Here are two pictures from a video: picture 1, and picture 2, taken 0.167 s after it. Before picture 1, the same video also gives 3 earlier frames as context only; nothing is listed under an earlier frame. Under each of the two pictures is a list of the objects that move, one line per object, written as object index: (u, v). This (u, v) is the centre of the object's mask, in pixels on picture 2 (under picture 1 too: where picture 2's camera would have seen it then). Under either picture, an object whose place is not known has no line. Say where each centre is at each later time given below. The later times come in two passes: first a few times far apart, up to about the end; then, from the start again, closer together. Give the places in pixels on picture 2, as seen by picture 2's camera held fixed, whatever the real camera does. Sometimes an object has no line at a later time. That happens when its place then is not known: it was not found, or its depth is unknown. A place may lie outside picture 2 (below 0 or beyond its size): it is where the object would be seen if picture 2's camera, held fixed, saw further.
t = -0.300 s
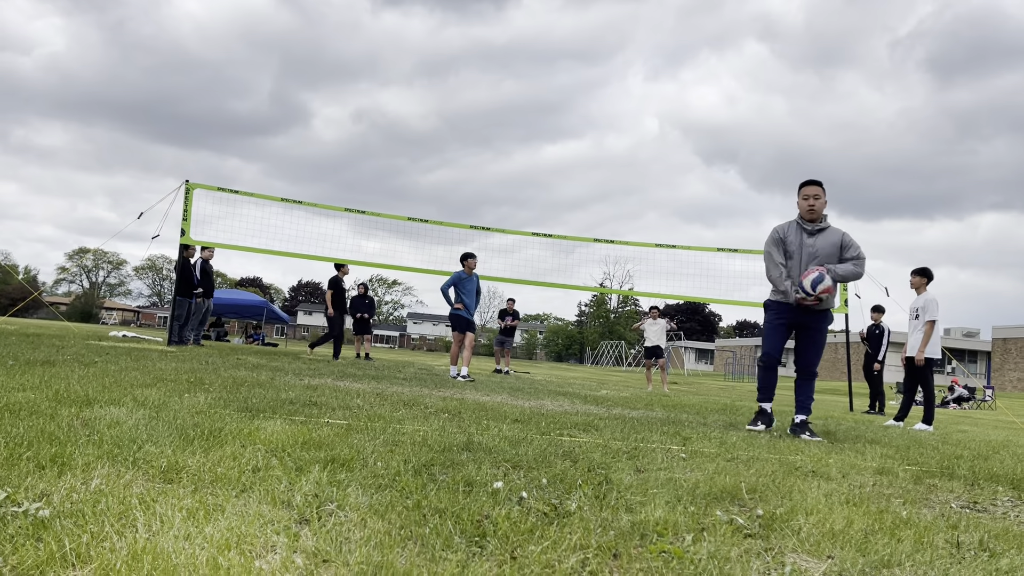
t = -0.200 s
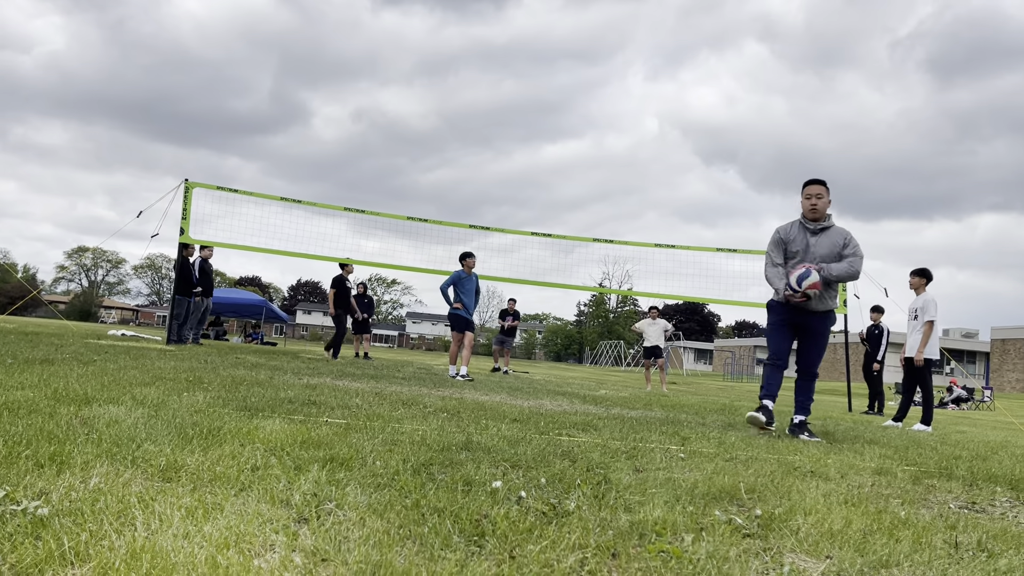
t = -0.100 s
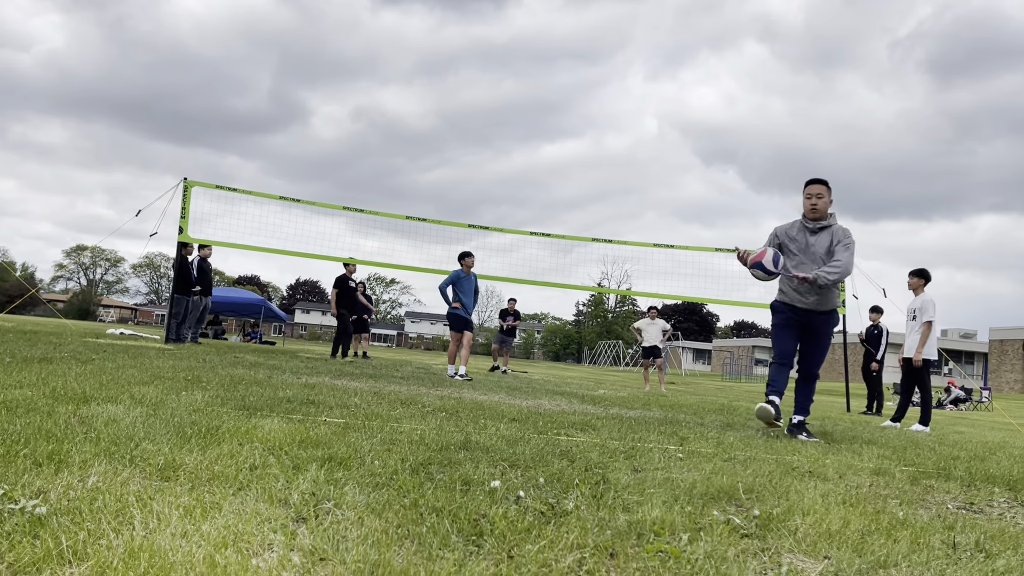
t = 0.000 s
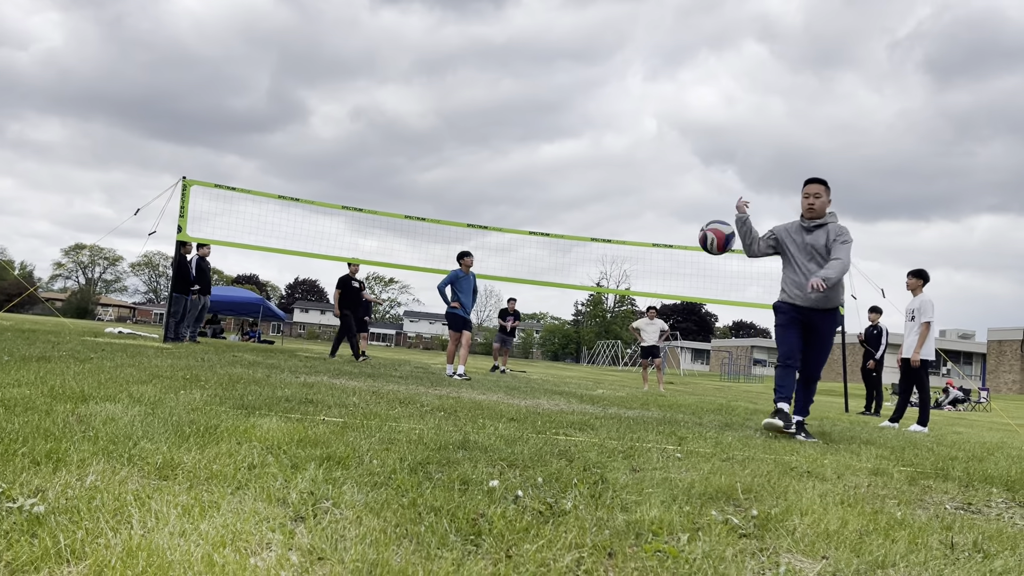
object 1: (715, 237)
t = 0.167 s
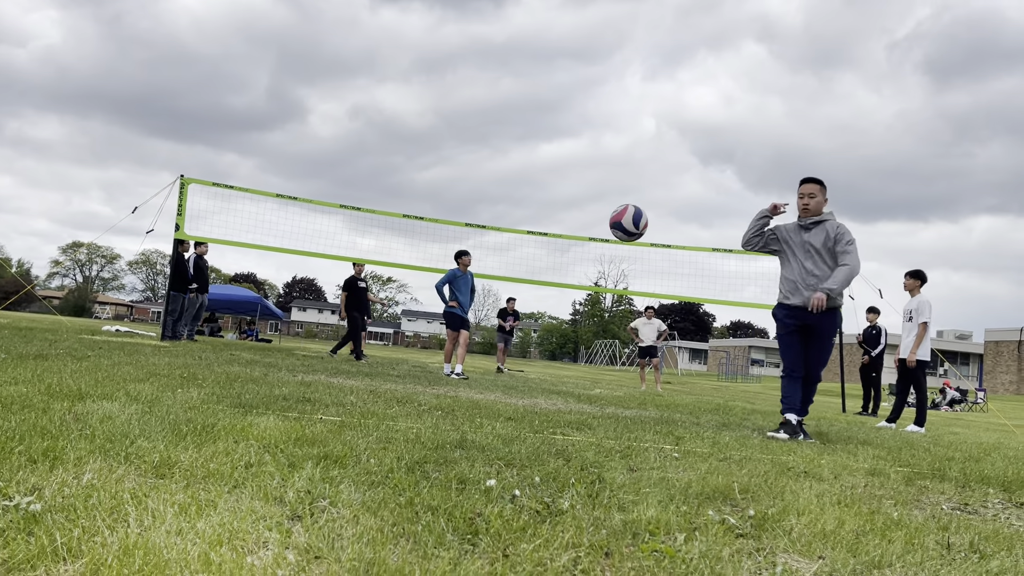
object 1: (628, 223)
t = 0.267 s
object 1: (571, 235)
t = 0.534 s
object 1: (391, 363)
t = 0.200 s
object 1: (610, 225)
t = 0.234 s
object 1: (591, 229)
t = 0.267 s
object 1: (571, 235)
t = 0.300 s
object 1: (551, 243)
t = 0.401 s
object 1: (487, 281)
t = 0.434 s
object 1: (464, 297)
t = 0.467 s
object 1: (441, 316)
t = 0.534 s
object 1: (391, 363)
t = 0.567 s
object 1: (365, 390)
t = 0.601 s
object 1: (356, 389)
